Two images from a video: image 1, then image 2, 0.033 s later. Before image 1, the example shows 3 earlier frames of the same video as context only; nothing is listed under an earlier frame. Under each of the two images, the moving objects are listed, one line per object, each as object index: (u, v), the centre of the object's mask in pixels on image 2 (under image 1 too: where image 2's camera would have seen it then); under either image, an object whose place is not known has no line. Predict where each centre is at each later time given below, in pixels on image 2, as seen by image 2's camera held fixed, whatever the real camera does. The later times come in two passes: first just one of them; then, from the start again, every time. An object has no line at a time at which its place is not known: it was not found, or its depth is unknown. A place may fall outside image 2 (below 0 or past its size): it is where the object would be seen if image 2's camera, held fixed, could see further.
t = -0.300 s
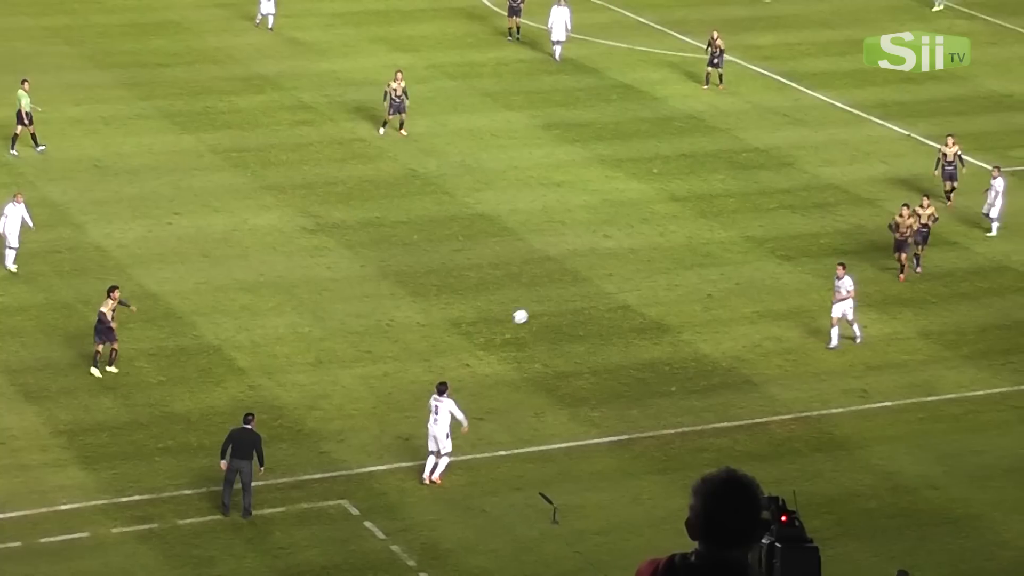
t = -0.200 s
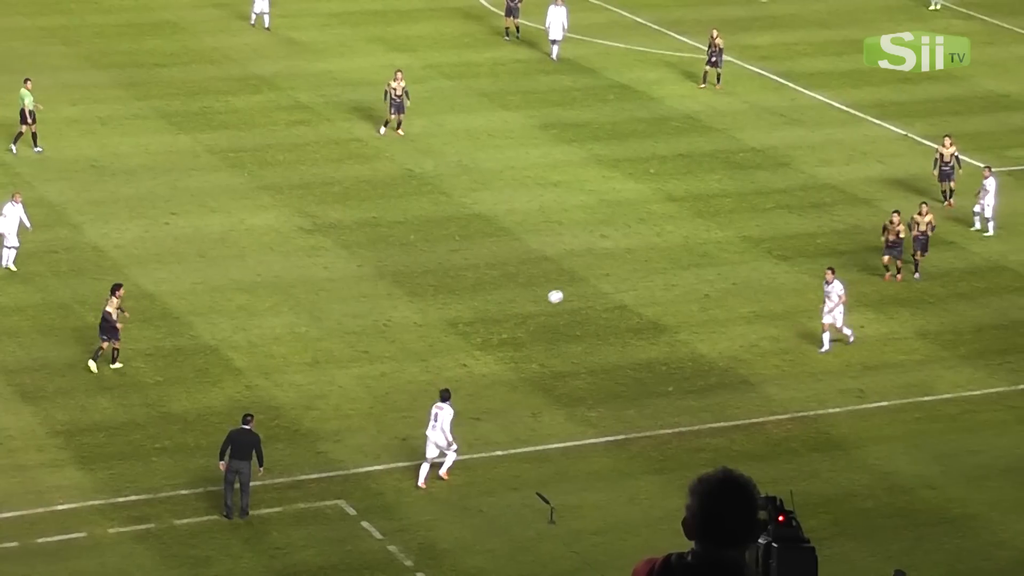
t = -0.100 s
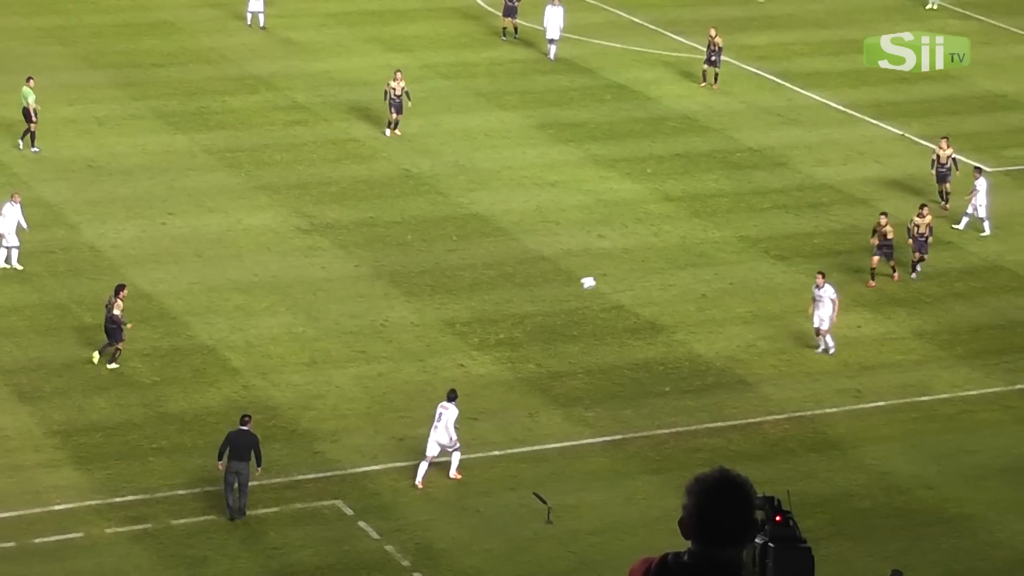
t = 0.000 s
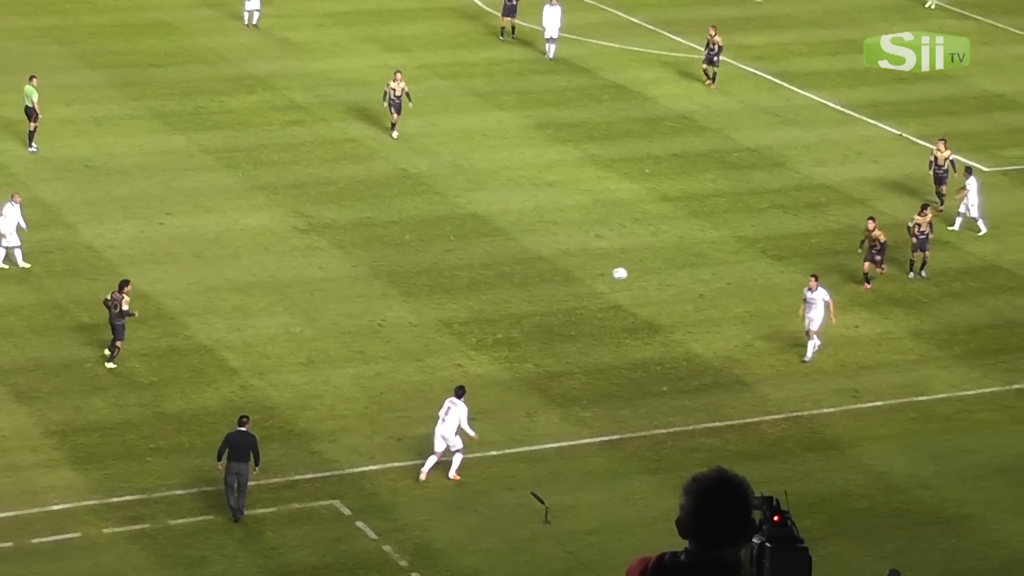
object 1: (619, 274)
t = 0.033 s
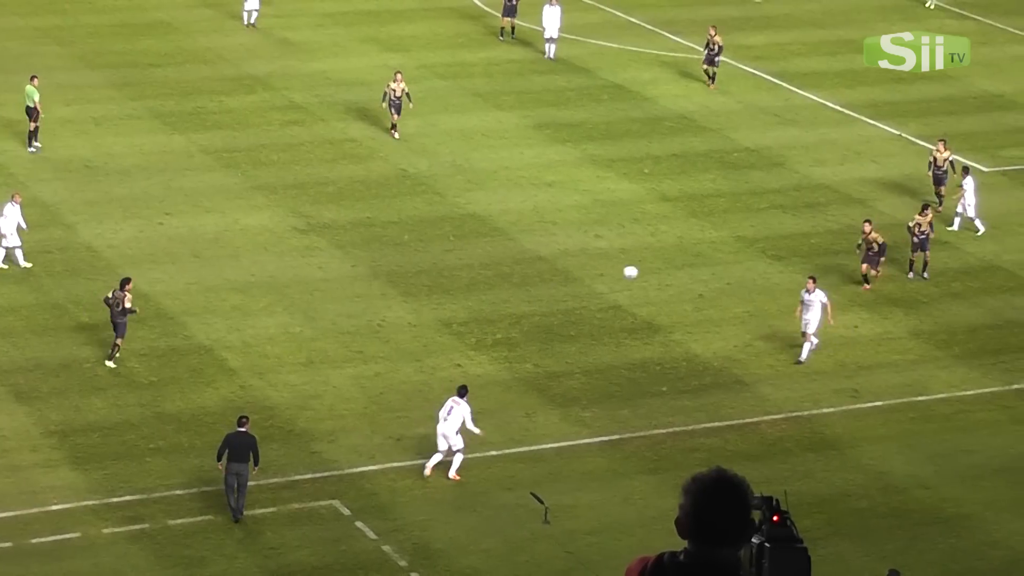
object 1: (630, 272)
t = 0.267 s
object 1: (703, 278)
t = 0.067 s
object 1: (641, 271)
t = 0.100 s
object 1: (652, 271)
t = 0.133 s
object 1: (662, 271)
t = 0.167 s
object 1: (673, 272)
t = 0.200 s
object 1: (683, 273)
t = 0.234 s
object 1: (693, 275)
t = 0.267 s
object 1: (703, 278)
